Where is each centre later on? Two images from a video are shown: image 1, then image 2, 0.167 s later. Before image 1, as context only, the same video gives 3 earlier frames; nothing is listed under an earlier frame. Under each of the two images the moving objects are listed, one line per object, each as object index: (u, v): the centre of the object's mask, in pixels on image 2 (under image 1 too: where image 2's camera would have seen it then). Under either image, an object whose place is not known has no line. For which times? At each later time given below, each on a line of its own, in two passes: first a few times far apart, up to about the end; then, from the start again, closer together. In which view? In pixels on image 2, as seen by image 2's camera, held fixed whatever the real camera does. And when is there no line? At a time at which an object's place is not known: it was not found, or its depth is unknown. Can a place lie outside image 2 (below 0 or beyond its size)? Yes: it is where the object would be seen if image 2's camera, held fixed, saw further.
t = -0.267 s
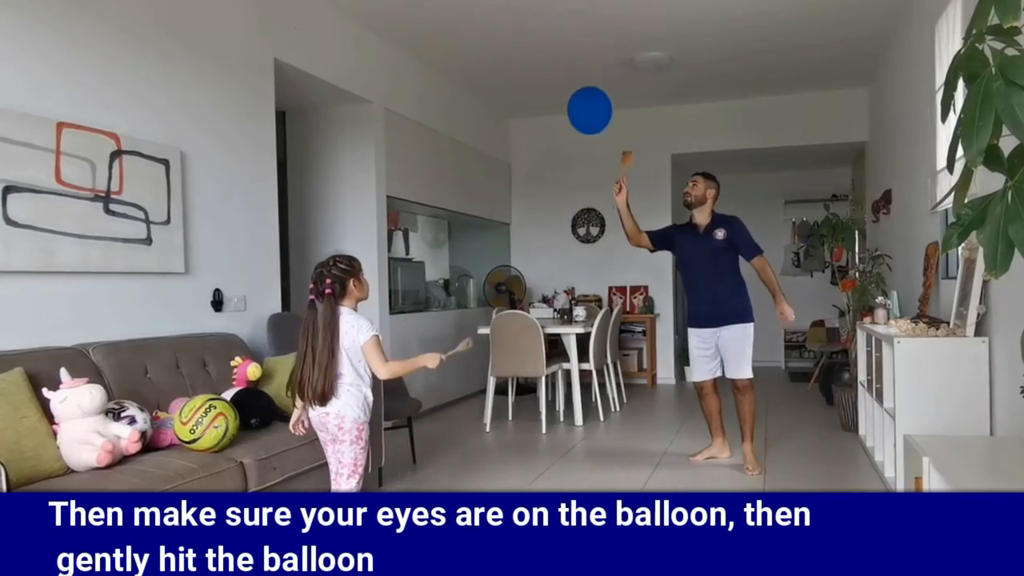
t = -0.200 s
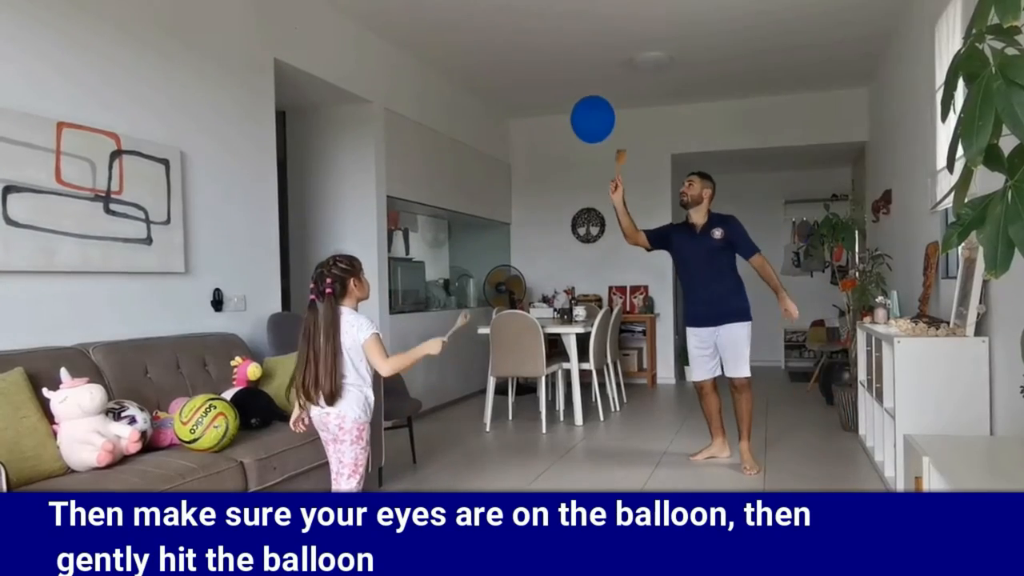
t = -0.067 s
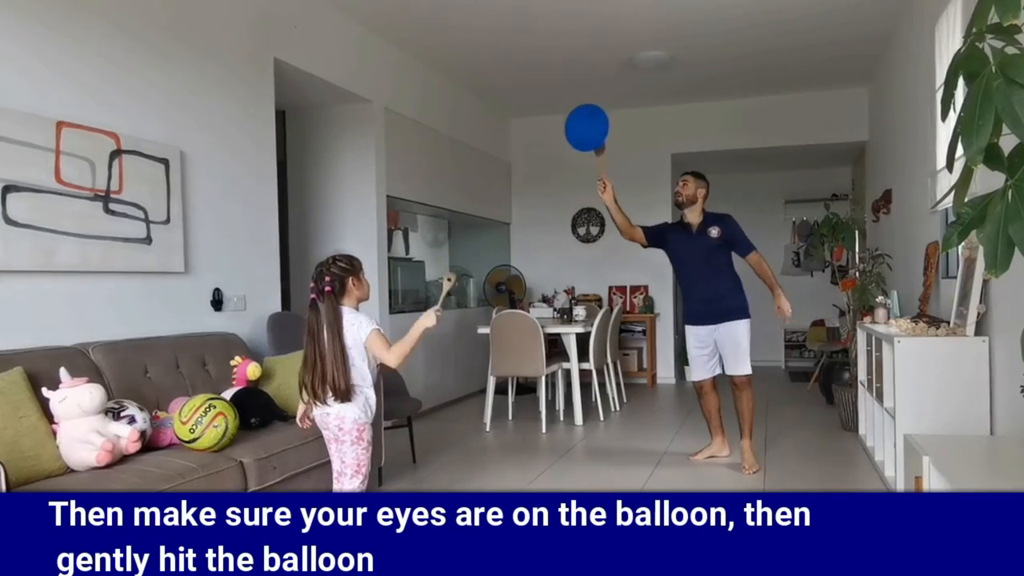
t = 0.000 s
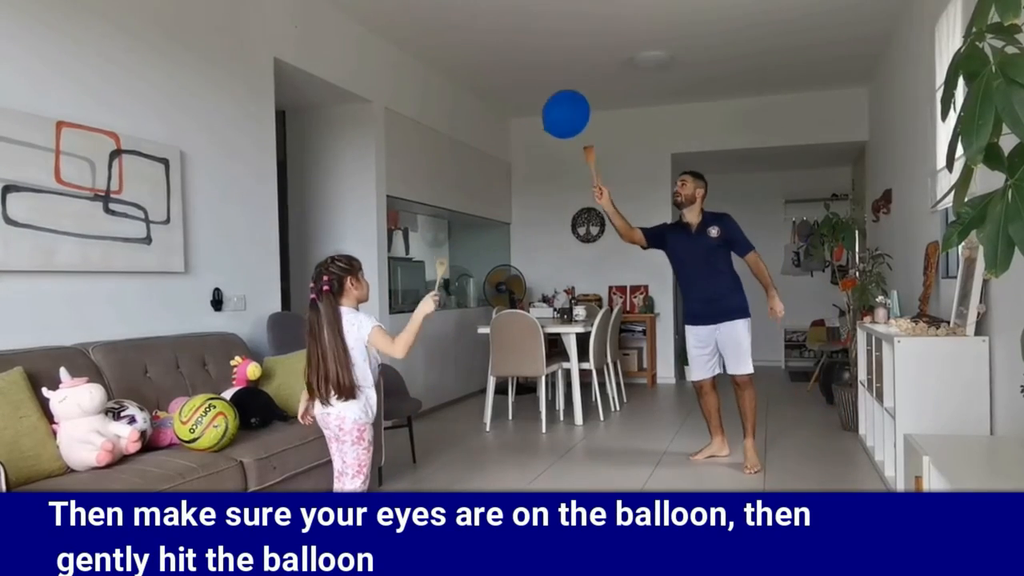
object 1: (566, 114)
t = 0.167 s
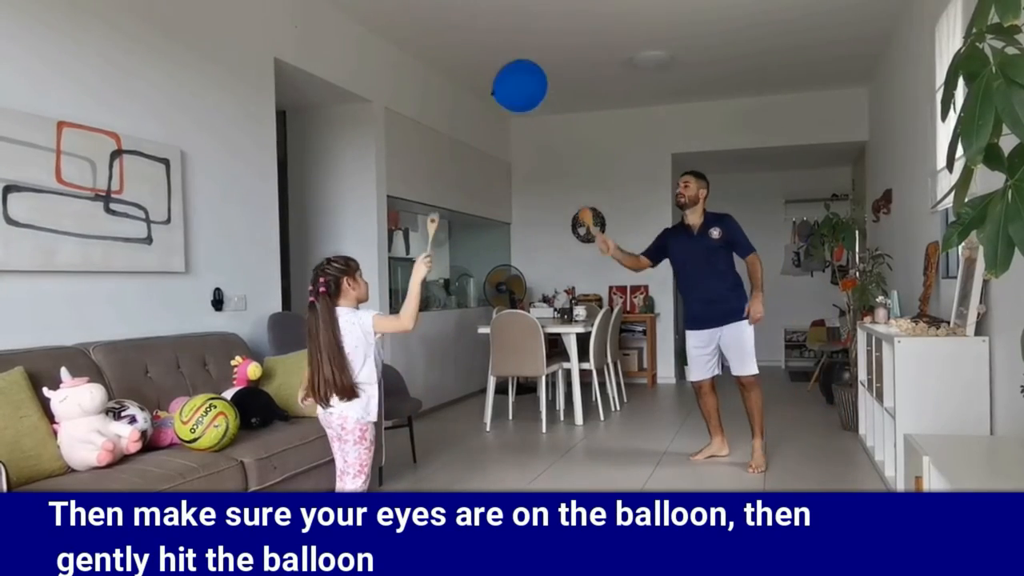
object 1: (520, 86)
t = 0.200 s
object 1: (512, 81)
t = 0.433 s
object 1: (470, 56)
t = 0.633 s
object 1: (448, 49)
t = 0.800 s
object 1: (437, 52)
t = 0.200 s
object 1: (512, 81)
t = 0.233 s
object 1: (505, 76)
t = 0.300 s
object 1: (492, 68)
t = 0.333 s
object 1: (486, 65)
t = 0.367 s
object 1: (480, 61)
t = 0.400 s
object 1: (474, 58)
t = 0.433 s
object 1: (470, 56)
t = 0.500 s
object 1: (461, 52)
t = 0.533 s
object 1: (458, 51)
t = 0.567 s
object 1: (454, 50)
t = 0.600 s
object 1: (451, 49)
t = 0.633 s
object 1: (448, 49)
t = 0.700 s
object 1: (443, 48)
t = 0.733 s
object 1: (441, 49)
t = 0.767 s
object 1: (439, 50)
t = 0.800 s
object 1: (437, 52)
